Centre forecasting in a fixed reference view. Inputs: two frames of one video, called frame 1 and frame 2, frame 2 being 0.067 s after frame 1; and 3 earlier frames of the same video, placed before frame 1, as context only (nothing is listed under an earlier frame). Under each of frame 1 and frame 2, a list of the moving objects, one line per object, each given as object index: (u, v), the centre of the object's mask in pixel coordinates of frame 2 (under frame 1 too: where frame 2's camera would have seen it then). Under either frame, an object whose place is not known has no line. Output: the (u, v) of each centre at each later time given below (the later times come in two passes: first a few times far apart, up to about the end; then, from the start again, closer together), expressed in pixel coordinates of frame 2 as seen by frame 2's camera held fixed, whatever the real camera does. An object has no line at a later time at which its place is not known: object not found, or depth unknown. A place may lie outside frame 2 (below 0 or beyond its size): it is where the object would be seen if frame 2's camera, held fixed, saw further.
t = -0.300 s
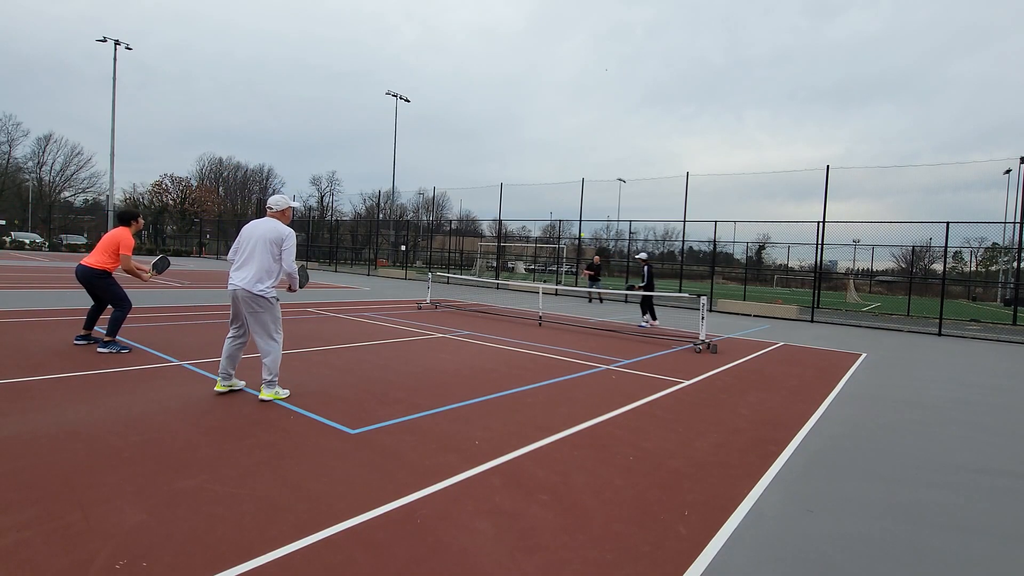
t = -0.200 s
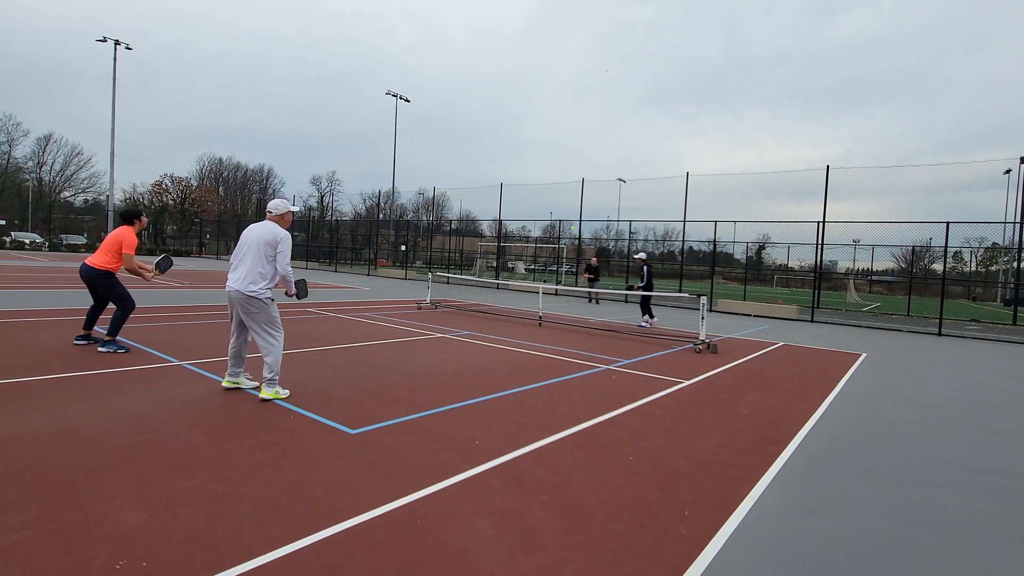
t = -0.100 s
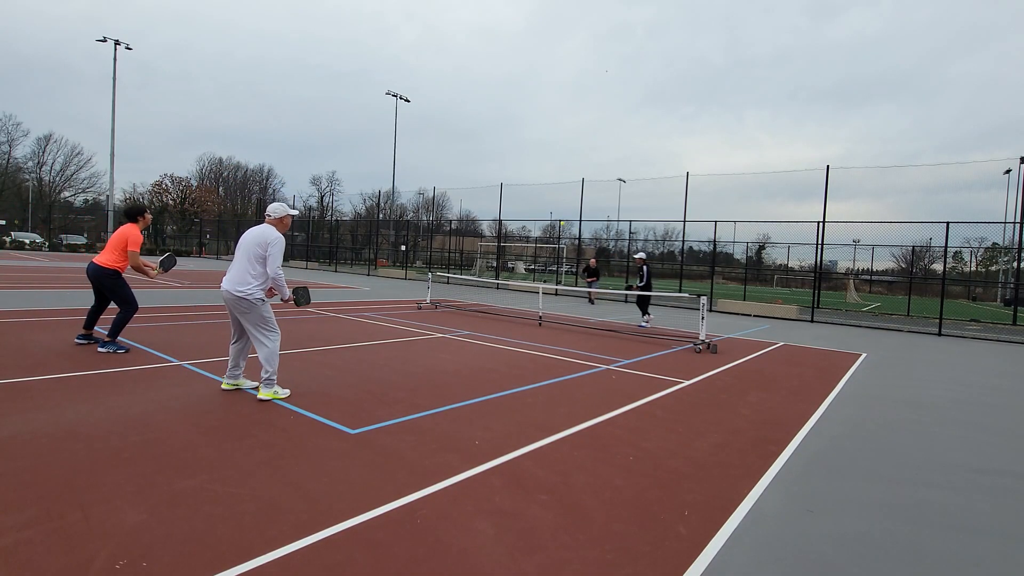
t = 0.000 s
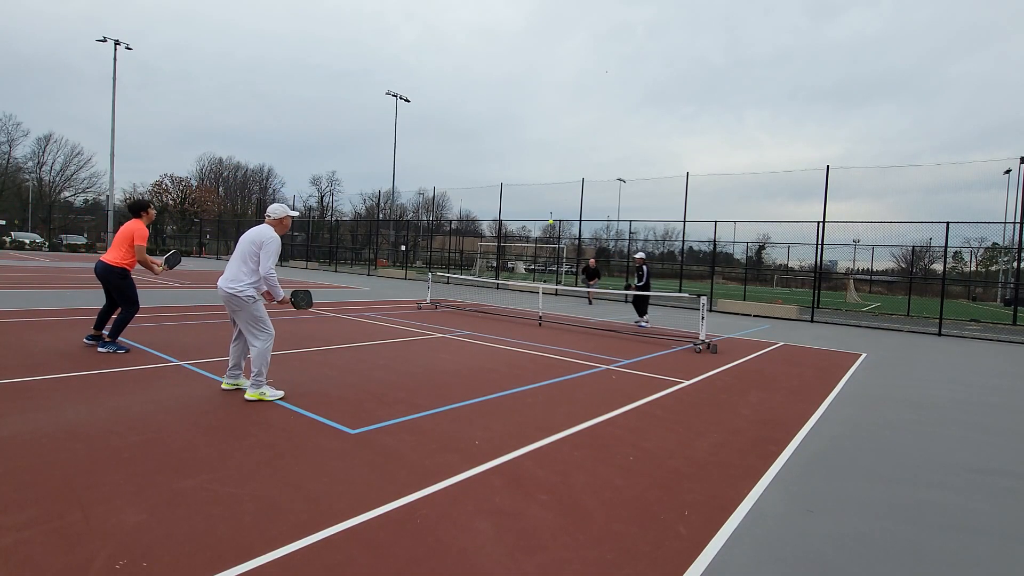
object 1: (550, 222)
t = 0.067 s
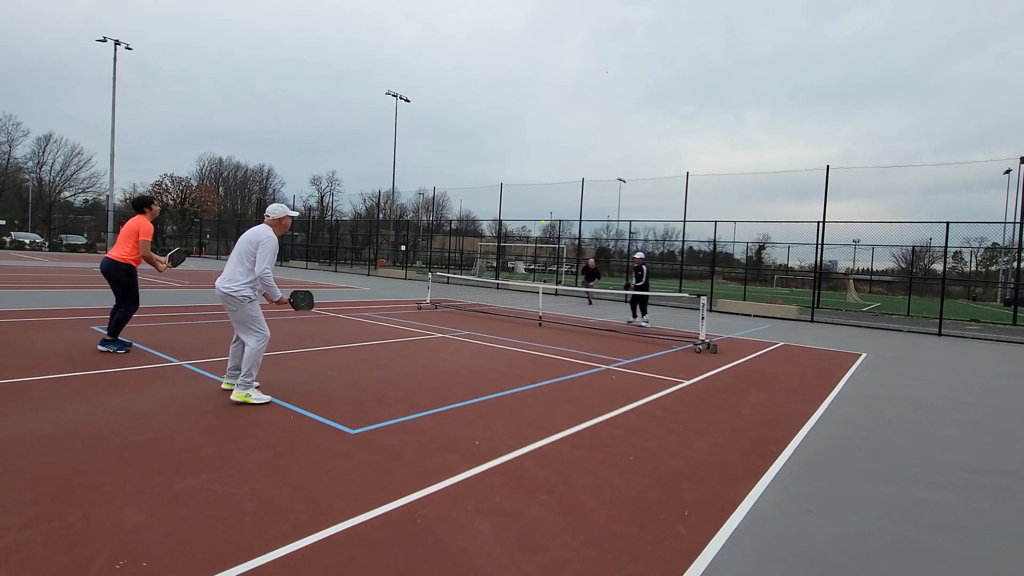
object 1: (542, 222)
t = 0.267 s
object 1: (513, 238)
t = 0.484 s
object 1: (470, 288)
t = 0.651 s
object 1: (424, 367)
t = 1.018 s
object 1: (380, 325)
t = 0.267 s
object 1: (513, 238)
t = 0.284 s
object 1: (510, 241)
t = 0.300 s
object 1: (507, 243)
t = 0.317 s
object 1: (504, 246)
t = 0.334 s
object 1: (501, 249)
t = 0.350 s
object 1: (498, 252)
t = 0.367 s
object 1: (495, 256)
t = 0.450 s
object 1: (478, 277)
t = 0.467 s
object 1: (474, 283)
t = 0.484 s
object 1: (470, 288)
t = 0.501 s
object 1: (466, 294)
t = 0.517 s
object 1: (462, 300)
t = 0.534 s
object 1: (458, 307)
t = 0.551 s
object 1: (454, 314)
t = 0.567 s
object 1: (449, 322)
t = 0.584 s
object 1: (445, 330)
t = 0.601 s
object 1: (440, 338)
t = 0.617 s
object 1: (435, 347)
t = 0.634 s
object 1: (430, 357)
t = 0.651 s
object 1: (424, 367)
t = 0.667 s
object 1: (419, 377)
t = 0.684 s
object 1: (415, 379)
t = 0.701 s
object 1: (414, 374)
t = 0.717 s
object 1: (413, 369)
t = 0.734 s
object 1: (411, 365)
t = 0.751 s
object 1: (410, 360)
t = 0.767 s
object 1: (408, 356)
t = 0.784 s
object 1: (406, 352)
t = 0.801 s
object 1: (405, 348)
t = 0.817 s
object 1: (403, 345)
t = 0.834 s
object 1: (401, 342)
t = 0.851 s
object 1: (400, 339)
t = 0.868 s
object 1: (398, 336)
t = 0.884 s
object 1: (396, 334)
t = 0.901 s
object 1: (395, 332)
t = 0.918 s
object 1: (393, 330)
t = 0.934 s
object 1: (391, 328)
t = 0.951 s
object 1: (389, 327)
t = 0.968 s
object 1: (387, 326)
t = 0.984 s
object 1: (385, 325)
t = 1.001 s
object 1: (383, 325)
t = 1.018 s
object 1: (380, 325)
